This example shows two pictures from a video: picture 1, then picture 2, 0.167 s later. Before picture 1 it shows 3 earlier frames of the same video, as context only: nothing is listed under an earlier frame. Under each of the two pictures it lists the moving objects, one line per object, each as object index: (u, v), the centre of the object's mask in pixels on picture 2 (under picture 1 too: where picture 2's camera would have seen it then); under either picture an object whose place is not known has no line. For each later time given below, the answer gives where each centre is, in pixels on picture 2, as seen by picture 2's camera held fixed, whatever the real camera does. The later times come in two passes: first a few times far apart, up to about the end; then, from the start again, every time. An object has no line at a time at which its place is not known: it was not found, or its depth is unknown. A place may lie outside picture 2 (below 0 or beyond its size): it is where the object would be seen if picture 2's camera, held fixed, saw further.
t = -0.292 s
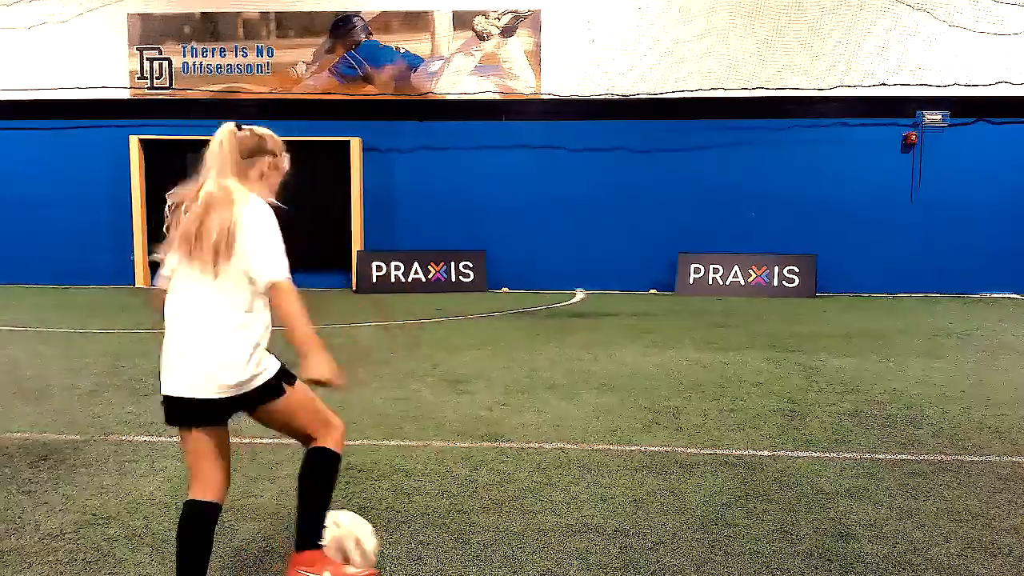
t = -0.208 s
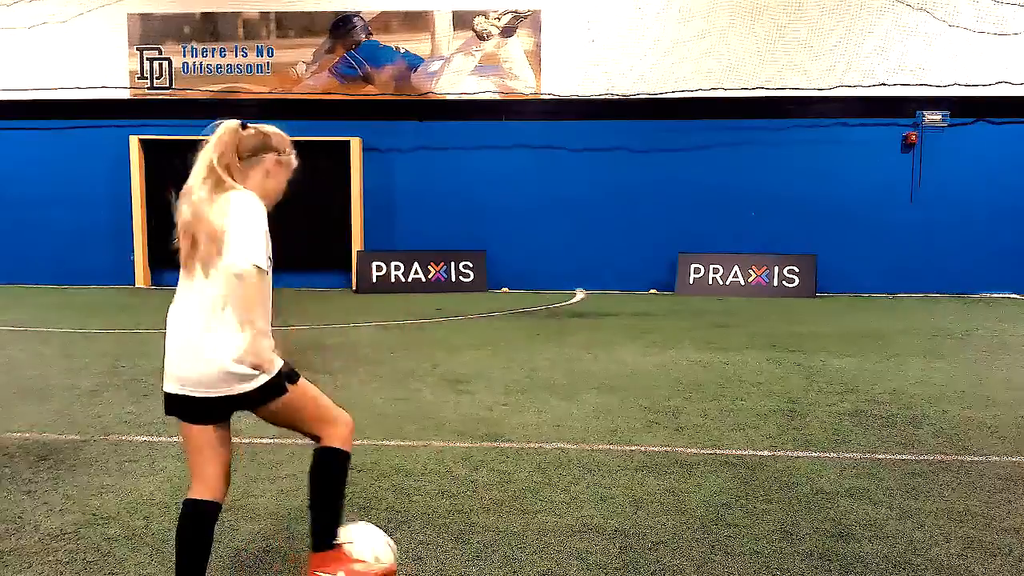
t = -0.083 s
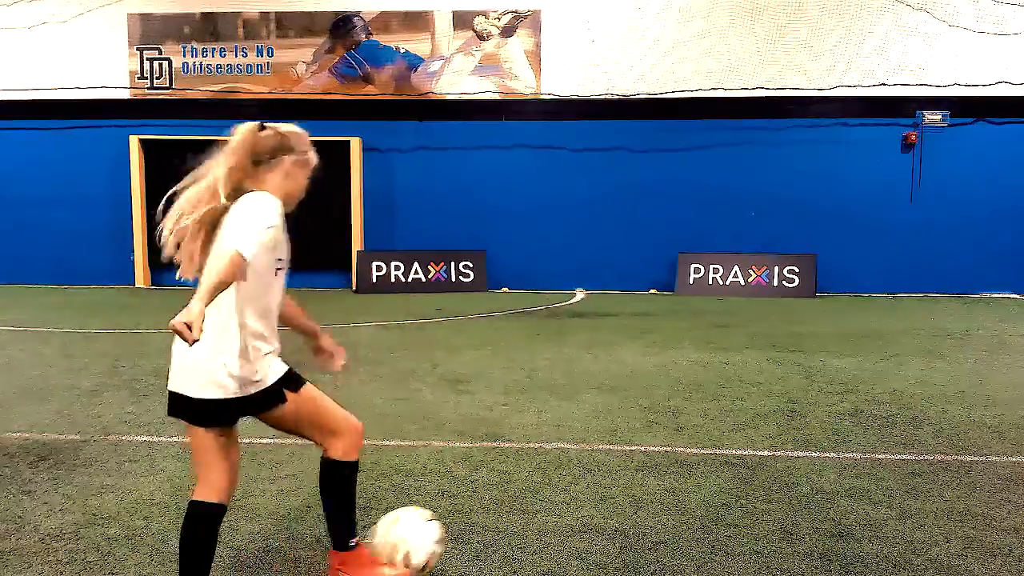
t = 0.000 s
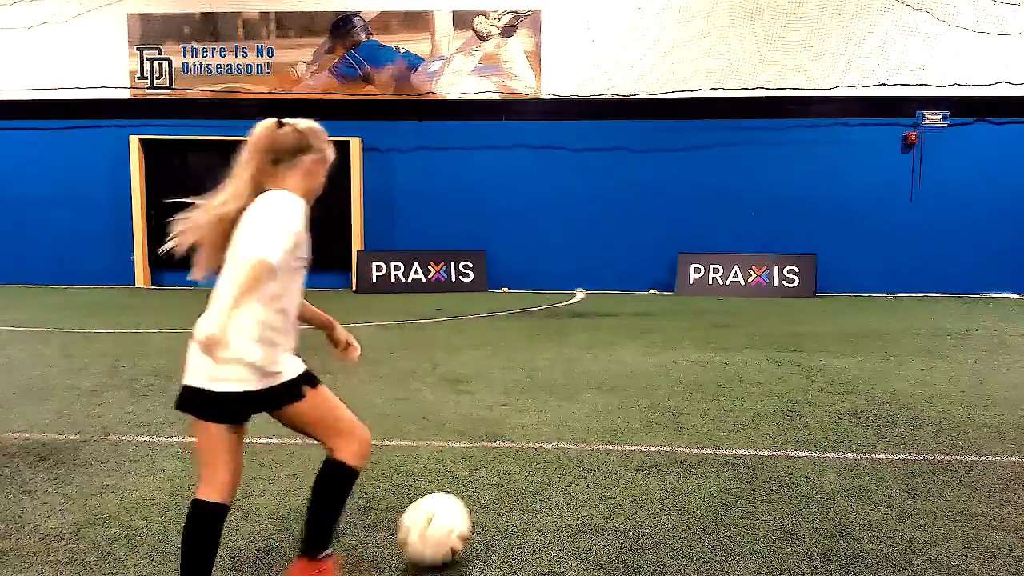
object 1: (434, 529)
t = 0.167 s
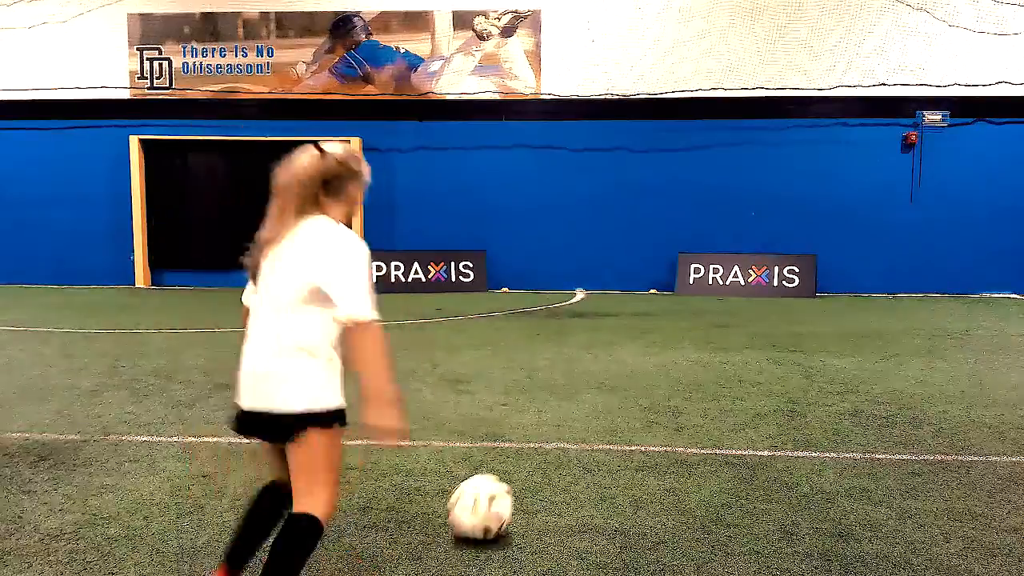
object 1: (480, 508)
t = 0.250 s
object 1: (500, 497)
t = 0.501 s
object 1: (552, 471)
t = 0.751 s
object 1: (592, 449)
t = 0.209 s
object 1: (490, 501)
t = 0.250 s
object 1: (500, 497)
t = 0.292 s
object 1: (509, 492)
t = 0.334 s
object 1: (518, 487)
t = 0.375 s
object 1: (528, 483)
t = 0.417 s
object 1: (536, 478)
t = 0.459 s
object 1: (544, 474)
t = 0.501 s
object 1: (552, 471)
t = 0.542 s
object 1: (560, 467)
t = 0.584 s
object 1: (566, 463)
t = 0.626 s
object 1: (573, 459)
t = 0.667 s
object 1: (579, 457)
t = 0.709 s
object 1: (586, 453)
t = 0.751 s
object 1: (592, 449)
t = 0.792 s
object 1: (599, 447)
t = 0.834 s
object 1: (605, 444)
